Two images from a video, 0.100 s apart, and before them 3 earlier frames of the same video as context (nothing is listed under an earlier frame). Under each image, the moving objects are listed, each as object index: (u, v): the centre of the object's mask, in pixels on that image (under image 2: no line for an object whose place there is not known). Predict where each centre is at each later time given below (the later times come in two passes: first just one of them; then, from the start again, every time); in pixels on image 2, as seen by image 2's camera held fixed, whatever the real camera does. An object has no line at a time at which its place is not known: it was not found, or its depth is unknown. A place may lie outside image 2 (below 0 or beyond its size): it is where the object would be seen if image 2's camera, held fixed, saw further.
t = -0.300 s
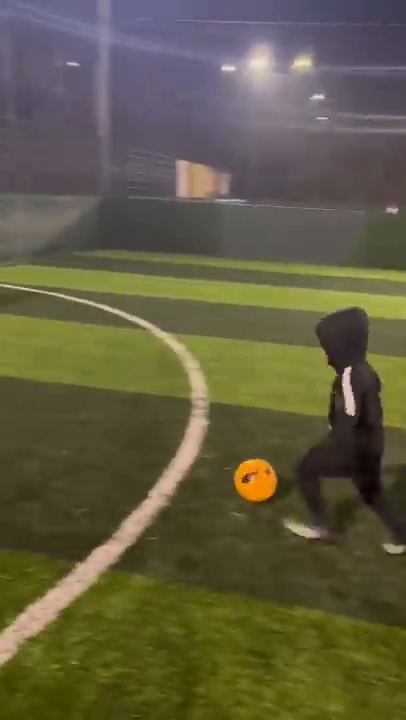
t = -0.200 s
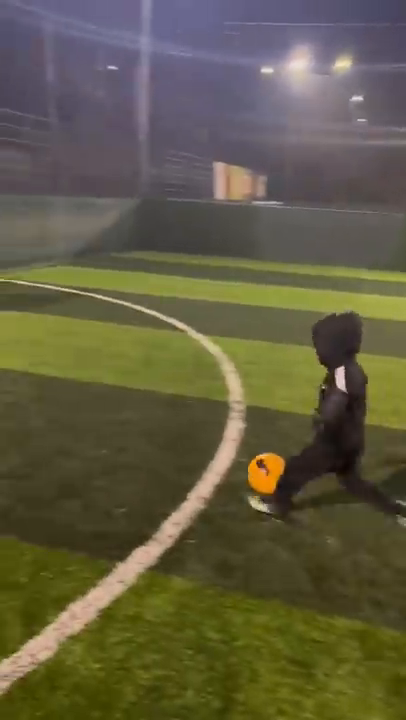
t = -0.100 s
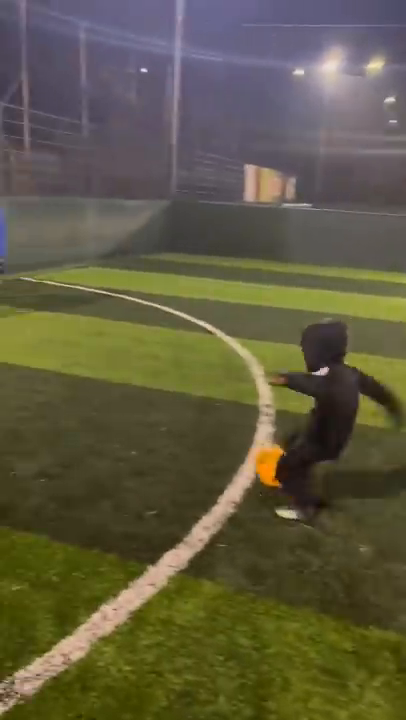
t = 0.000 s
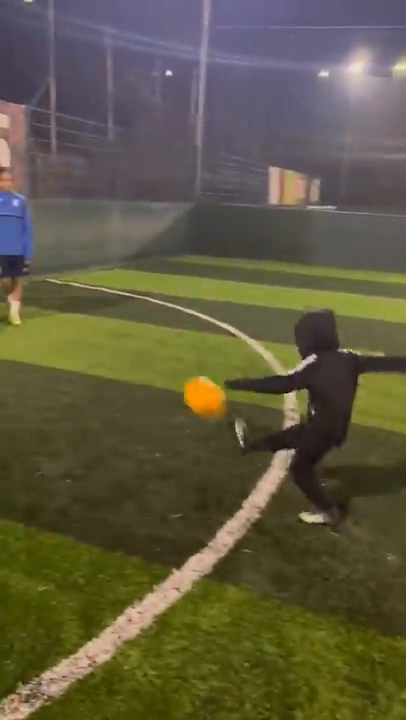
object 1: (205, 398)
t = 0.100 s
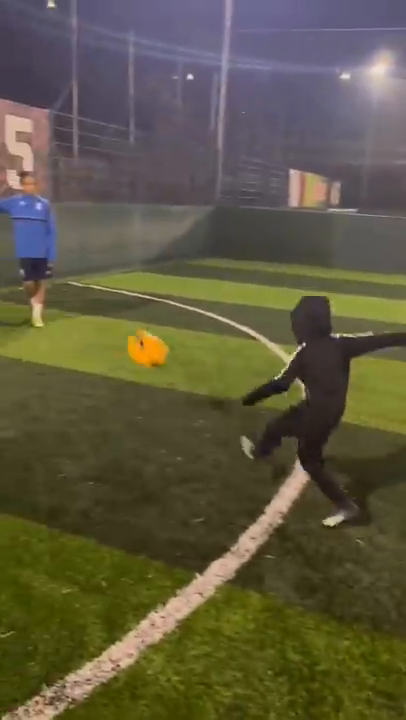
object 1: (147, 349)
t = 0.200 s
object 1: (77, 320)
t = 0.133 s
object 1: (122, 337)
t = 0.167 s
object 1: (98, 327)
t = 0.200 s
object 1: (77, 320)
